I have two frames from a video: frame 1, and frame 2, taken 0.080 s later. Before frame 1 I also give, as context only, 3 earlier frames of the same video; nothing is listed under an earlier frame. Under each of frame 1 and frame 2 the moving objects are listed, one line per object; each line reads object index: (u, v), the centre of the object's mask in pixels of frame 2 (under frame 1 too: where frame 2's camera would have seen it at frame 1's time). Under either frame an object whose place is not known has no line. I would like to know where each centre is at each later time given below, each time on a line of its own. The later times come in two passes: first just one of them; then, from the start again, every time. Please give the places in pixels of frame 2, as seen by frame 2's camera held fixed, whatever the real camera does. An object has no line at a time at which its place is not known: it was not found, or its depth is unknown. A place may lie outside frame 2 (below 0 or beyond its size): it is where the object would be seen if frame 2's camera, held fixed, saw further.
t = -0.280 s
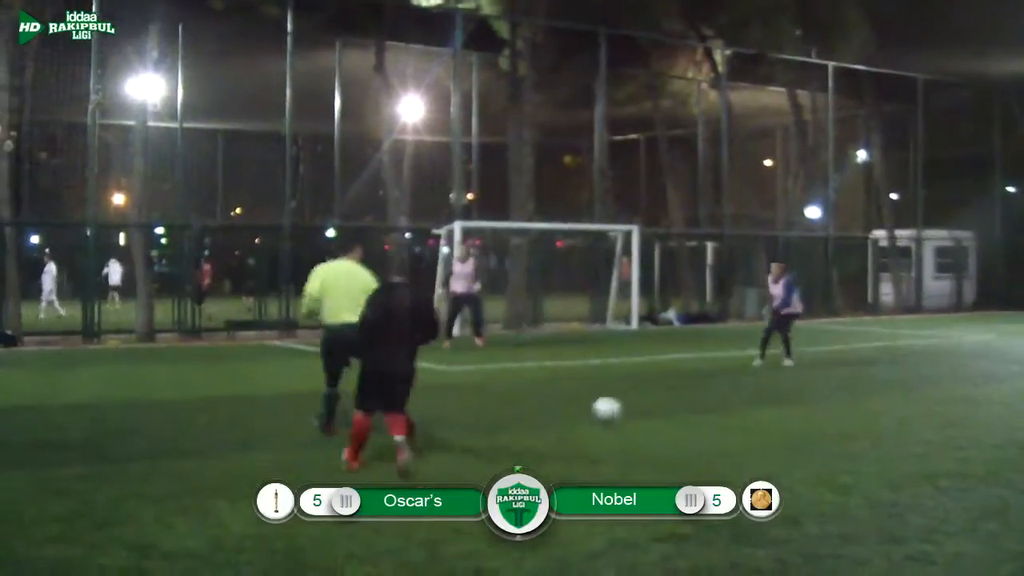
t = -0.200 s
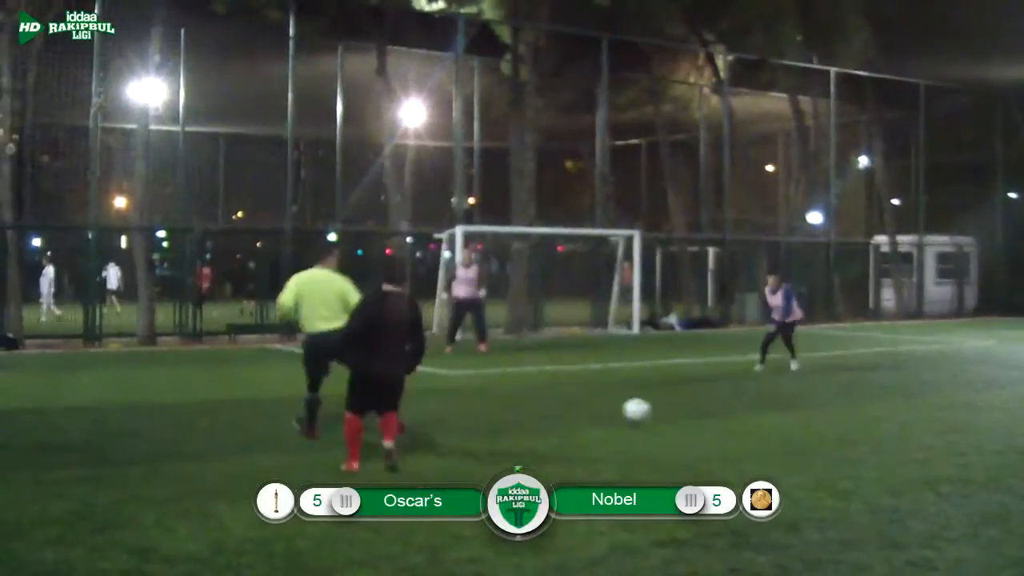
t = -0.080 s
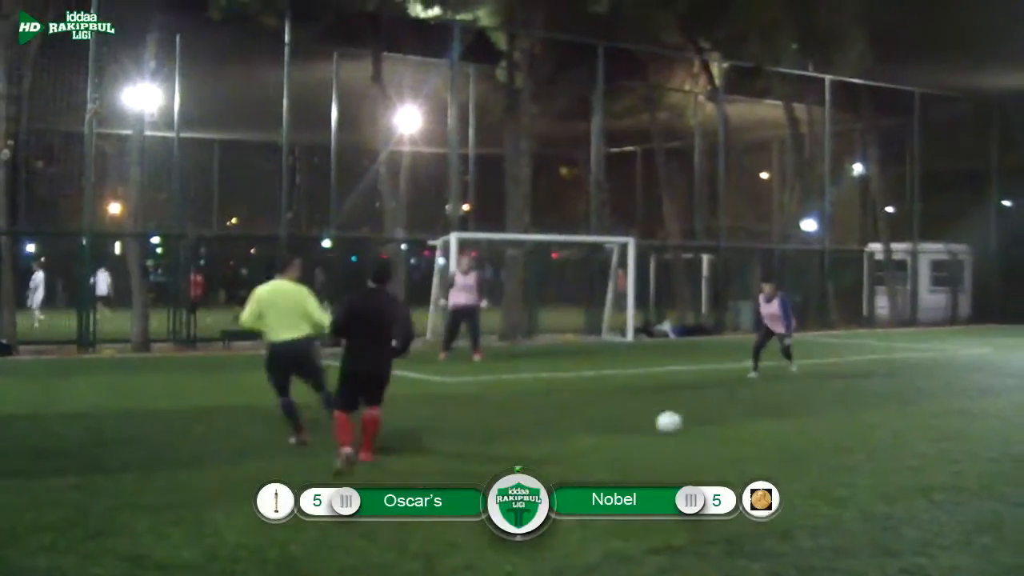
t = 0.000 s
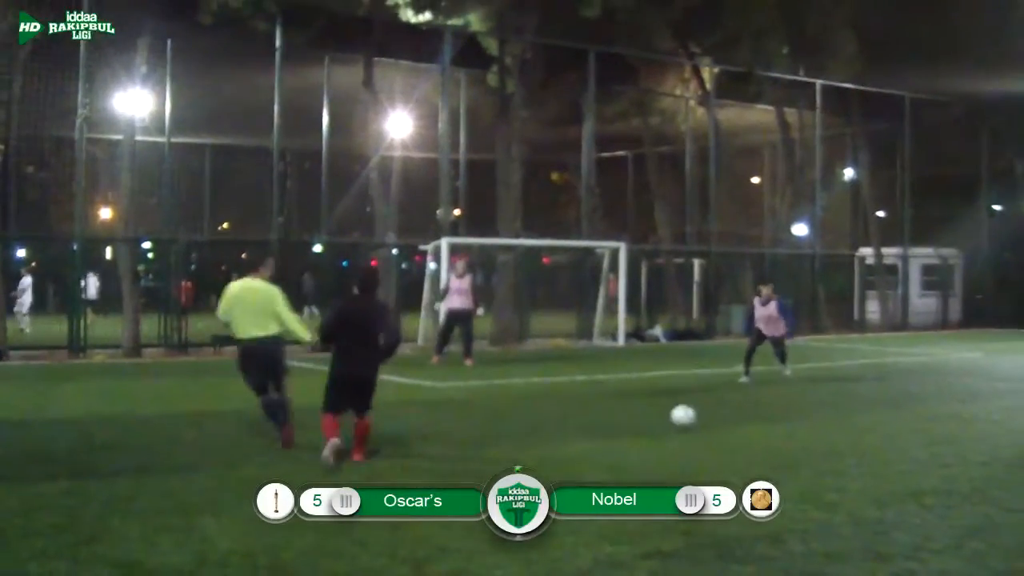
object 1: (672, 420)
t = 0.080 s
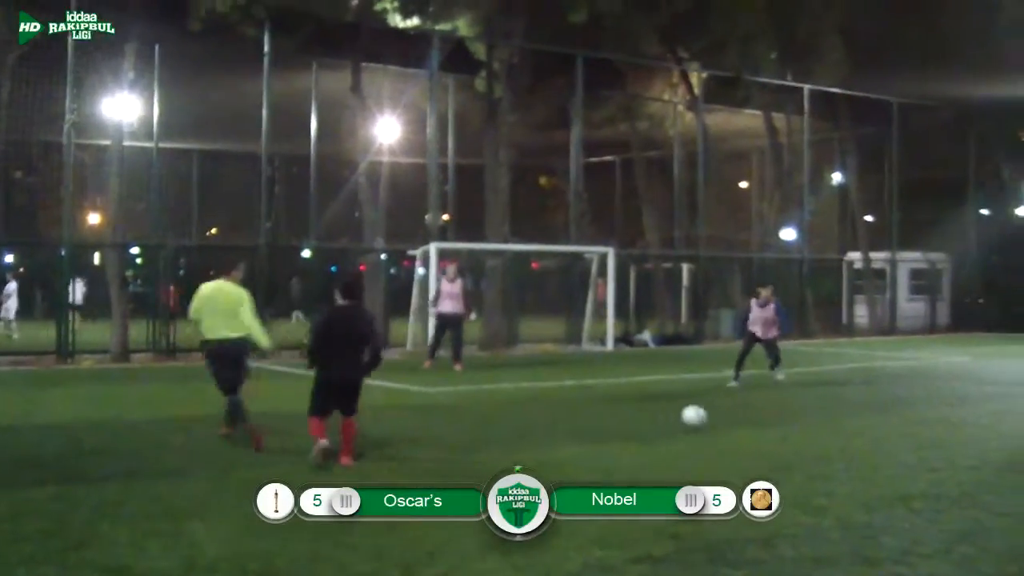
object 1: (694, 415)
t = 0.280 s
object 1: (742, 411)
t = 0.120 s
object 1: (703, 416)
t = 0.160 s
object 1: (714, 417)
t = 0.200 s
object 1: (723, 419)
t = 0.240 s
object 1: (733, 415)
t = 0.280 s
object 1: (742, 411)
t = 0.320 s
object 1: (751, 408)
